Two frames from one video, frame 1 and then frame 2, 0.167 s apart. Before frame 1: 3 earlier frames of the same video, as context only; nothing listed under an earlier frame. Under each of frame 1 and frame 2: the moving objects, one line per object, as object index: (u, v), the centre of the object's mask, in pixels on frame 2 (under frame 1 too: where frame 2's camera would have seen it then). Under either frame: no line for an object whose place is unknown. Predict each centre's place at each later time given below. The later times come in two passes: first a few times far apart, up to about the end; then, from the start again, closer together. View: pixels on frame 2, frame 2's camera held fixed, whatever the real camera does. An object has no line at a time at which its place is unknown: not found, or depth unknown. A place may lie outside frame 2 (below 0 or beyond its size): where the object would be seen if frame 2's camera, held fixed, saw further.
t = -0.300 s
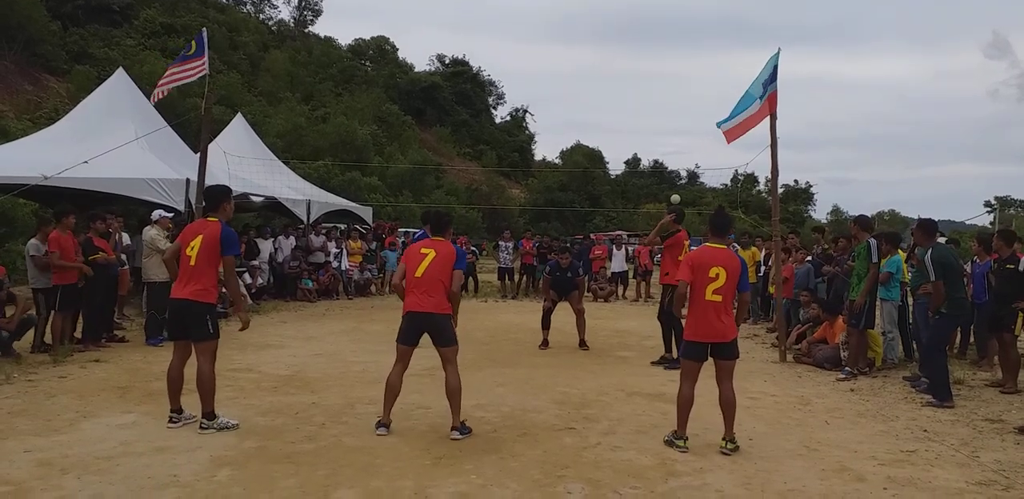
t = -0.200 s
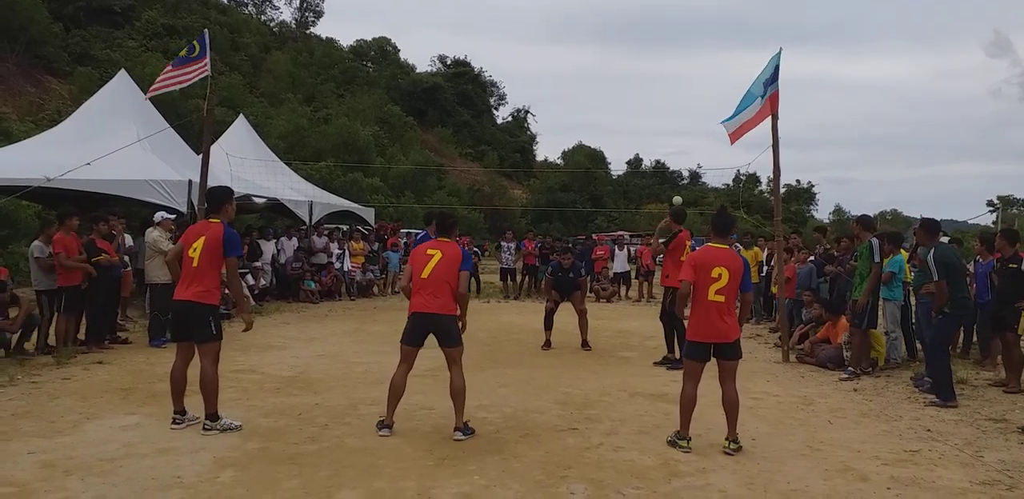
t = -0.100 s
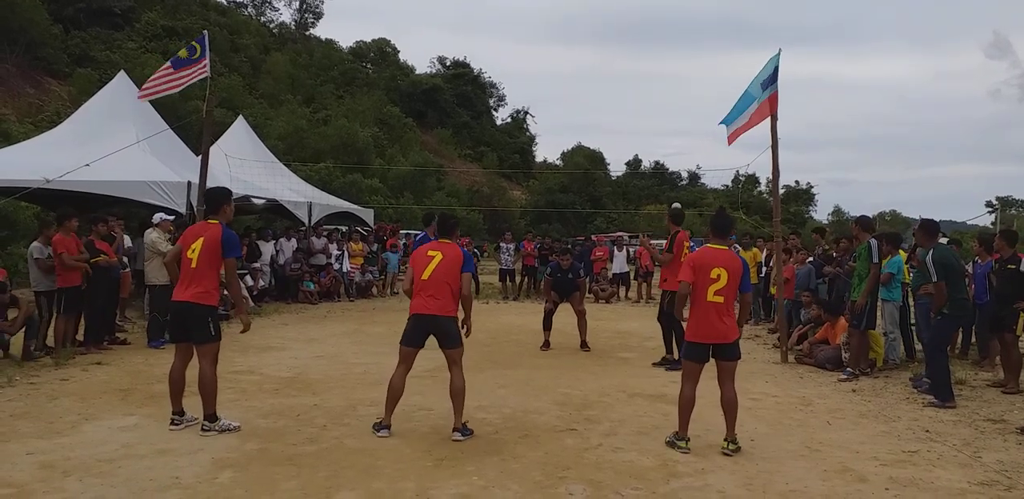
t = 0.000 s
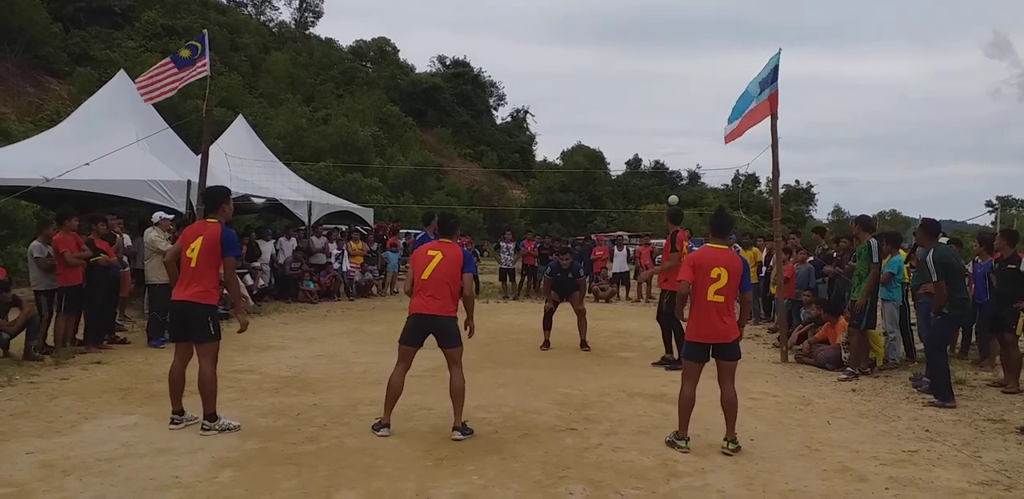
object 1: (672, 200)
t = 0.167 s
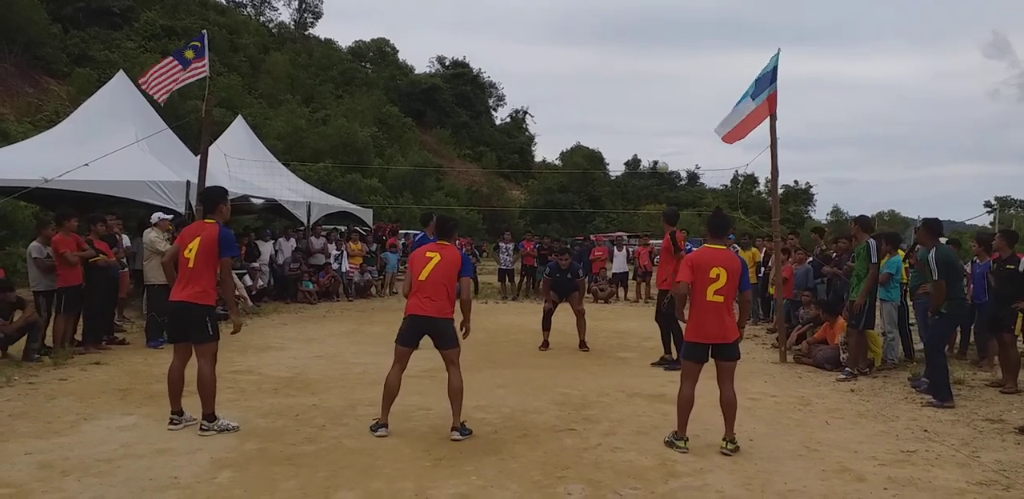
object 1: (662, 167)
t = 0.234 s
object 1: (657, 155)
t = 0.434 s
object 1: (640, 133)
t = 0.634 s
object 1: (615, 134)
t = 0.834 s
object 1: (568, 173)
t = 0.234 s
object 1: (657, 155)
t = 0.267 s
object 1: (655, 150)
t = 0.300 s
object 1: (653, 145)
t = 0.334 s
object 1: (650, 142)
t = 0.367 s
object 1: (647, 138)
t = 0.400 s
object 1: (643, 135)
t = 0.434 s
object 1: (640, 133)
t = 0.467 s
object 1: (637, 131)
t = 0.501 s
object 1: (633, 130)
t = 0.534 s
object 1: (629, 130)
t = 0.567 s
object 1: (624, 131)
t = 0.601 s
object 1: (620, 132)
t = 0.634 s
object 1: (615, 134)
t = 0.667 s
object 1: (609, 137)
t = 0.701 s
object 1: (602, 141)
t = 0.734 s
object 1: (595, 147)
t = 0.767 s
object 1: (587, 154)
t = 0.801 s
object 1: (578, 162)
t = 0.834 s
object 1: (568, 173)
